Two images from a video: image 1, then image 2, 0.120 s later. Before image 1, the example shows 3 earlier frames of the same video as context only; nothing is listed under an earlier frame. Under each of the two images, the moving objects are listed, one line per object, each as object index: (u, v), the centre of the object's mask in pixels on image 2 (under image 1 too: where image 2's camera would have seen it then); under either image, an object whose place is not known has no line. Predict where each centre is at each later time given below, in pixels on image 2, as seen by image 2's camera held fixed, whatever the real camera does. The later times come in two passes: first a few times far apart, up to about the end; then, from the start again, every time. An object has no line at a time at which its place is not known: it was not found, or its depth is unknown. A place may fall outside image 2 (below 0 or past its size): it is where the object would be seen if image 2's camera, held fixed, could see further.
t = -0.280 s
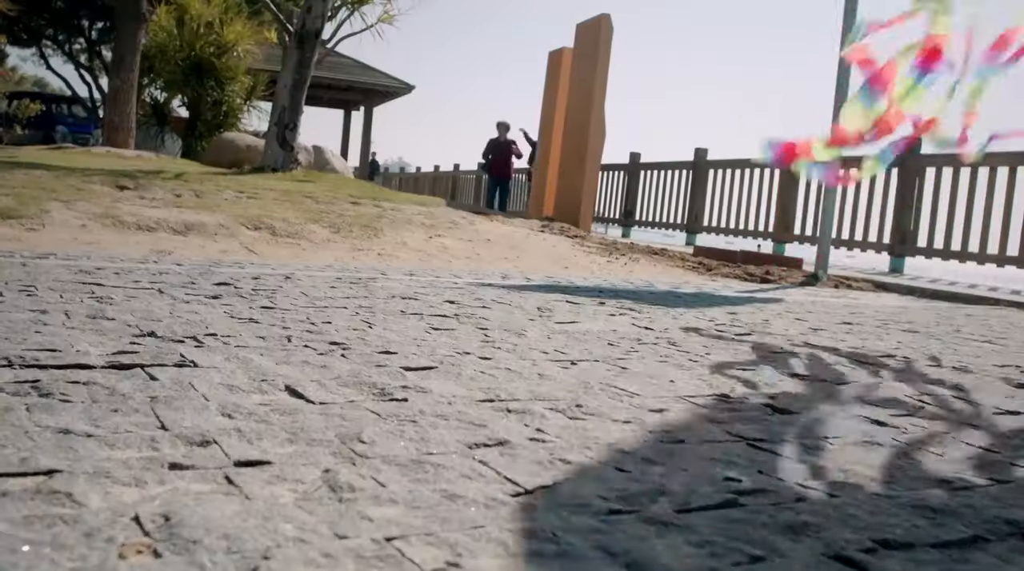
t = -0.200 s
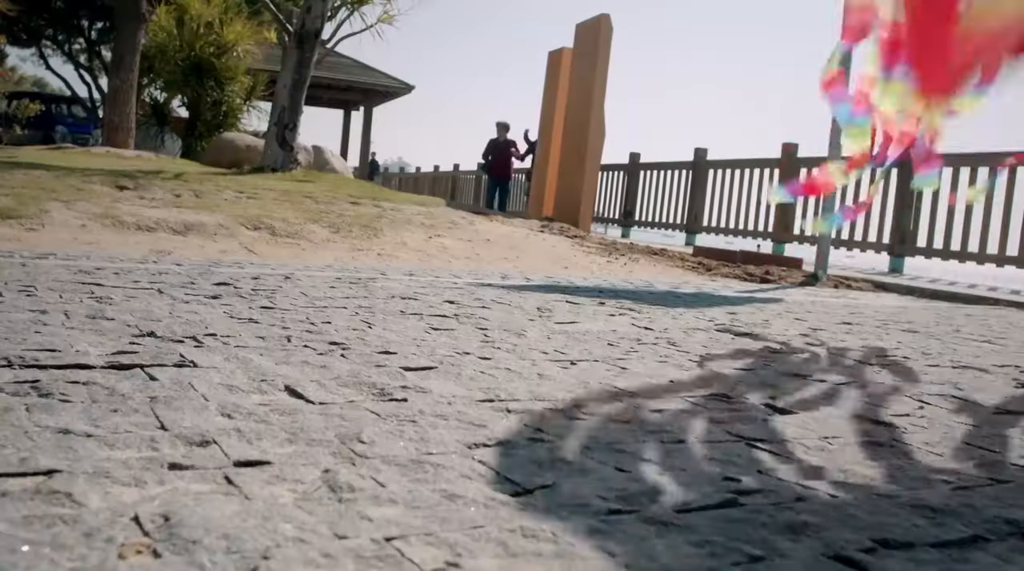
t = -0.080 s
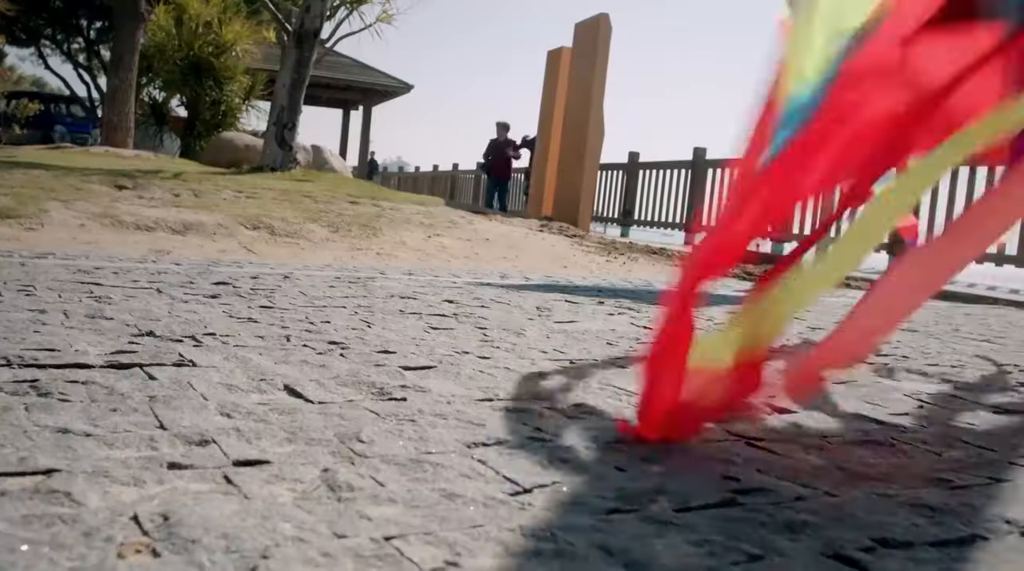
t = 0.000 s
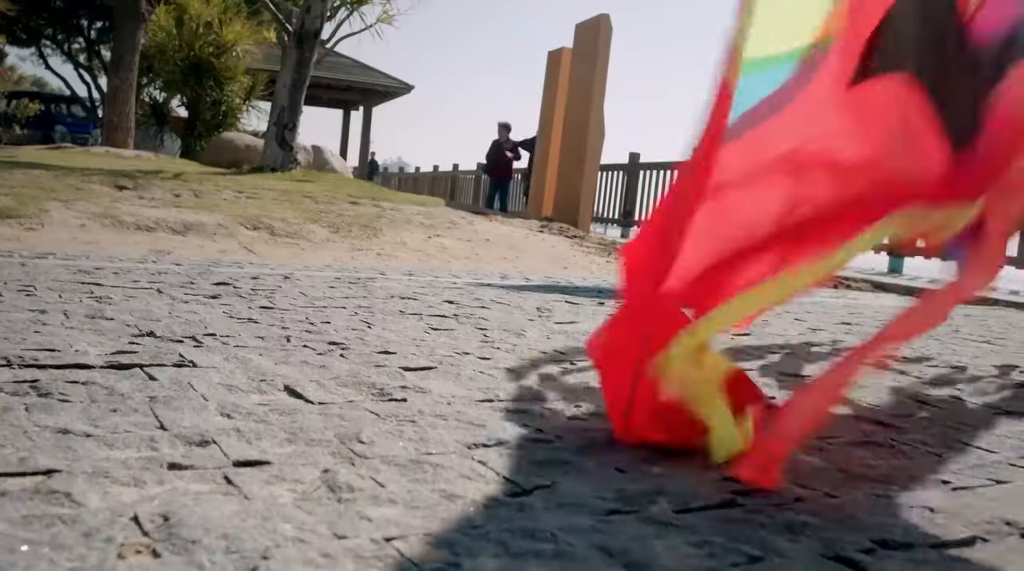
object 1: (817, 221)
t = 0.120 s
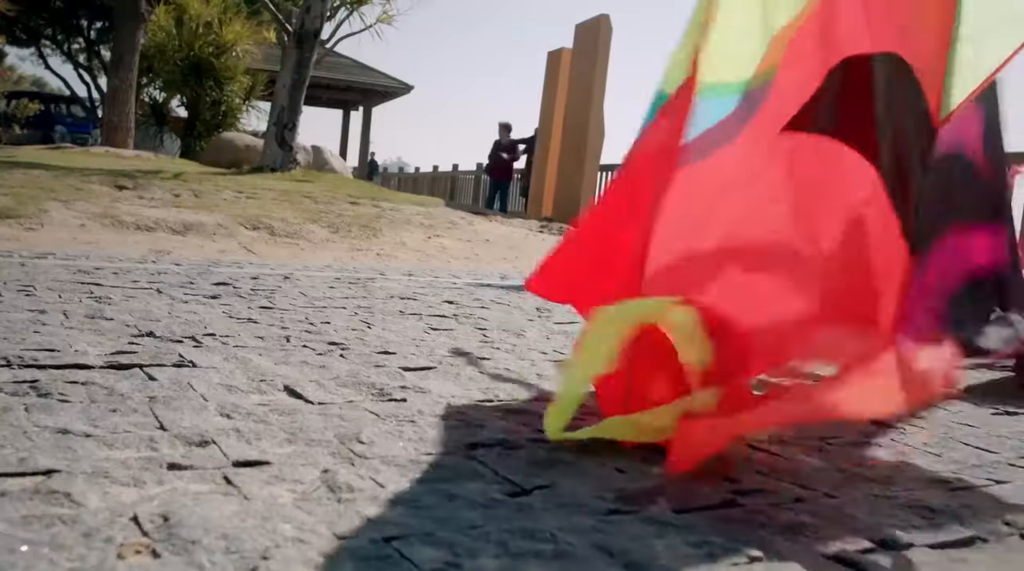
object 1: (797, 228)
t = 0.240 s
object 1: (774, 260)
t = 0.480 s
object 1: (767, 268)
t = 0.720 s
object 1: (741, 279)
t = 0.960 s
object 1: (725, 282)
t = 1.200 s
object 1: (705, 287)
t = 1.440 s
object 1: (682, 294)
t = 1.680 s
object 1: (664, 315)
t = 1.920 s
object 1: (658, 356)
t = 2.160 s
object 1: (663, 390)
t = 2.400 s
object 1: (677, 404)
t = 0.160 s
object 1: (785, 240)
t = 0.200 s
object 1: (782, 257)
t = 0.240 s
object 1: (774, 260)
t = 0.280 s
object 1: (751, 263)
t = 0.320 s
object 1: (749, 266)
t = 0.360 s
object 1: (759, 266)
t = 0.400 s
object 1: (766, 267)
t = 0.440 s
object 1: (770, 266)
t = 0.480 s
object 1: (767, 268)
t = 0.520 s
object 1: (758, 275)
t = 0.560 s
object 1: (749, 276)
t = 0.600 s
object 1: (745, 280)
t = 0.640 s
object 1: (745, 279)
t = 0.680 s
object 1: (743, 279)
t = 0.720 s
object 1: (741, 279)
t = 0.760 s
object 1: (737, 280)
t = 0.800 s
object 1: (736, 280)
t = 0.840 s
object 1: (733, 281)
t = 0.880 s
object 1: (730, 281)
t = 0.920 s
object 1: (728, 282)
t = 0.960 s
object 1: (725, 282)
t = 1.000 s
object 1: (722, 283)
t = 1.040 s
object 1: (719, 284)
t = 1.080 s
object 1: (716, 285)
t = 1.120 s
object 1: (712, 285)
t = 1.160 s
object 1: (709, 286)
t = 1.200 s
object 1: (705, 287)
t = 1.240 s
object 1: (701, 288)
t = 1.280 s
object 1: (697, 289)
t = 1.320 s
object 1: (694, 290)
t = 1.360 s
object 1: (690, 291)
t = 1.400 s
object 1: (686, 292)
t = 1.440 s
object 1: (682, 294)
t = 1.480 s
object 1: (678, 296)
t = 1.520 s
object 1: (675, 299)
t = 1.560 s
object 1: (672, 303)
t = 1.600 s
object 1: (668, 307)
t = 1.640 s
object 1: (665, 312)
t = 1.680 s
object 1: (664, 315)
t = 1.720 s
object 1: (662, 324)
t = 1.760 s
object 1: (660, 331)
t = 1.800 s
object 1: (658, 337)
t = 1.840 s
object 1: (653, 344)
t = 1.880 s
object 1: (655, 351)
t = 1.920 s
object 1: (658, 356)
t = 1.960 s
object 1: (663, 362)
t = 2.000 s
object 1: (666, 368)
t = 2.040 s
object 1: (664, 376)
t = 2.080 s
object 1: (665, 383)
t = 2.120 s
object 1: (659, 385)
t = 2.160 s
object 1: (663, 390)
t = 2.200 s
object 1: (667, 393)
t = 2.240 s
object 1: (669, 396)
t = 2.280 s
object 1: (673, 399)
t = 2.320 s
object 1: (674, 401)
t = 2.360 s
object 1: (675, 402)
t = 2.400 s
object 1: (677, 404)
